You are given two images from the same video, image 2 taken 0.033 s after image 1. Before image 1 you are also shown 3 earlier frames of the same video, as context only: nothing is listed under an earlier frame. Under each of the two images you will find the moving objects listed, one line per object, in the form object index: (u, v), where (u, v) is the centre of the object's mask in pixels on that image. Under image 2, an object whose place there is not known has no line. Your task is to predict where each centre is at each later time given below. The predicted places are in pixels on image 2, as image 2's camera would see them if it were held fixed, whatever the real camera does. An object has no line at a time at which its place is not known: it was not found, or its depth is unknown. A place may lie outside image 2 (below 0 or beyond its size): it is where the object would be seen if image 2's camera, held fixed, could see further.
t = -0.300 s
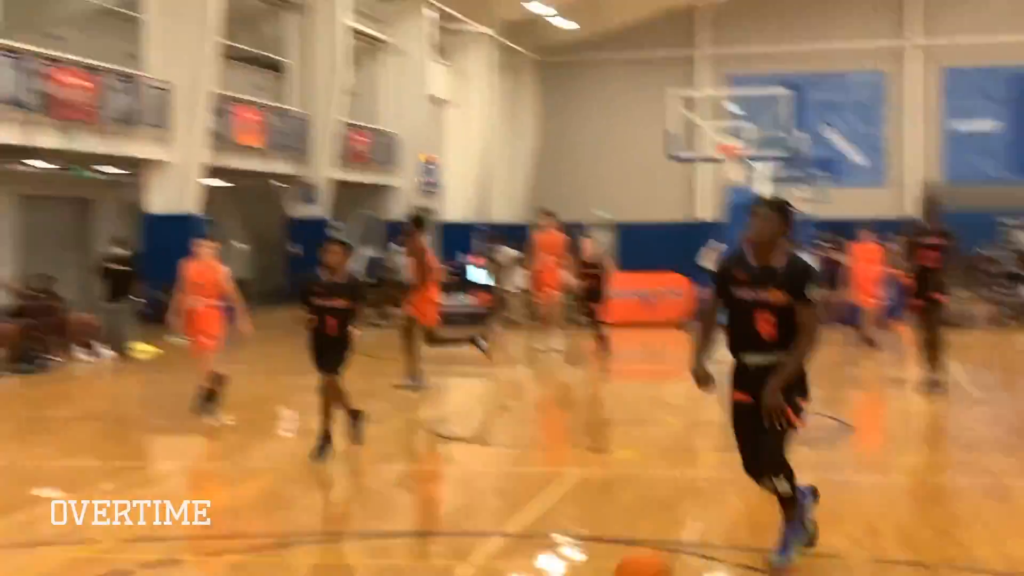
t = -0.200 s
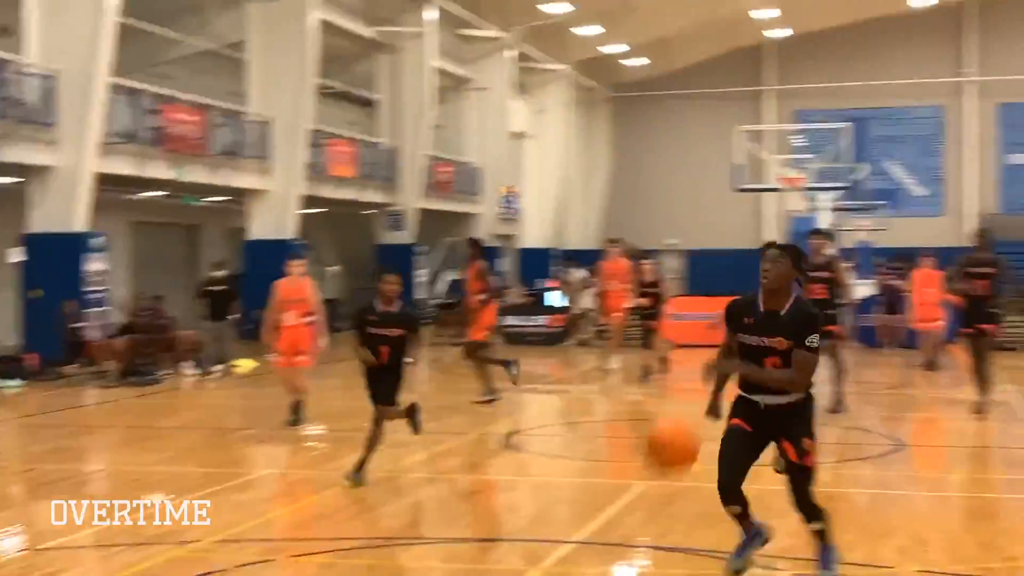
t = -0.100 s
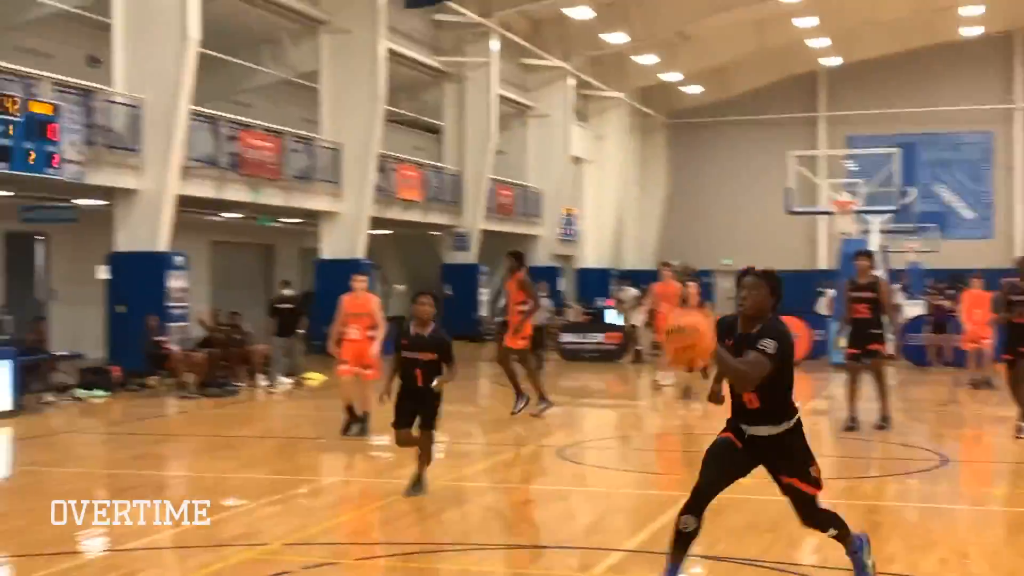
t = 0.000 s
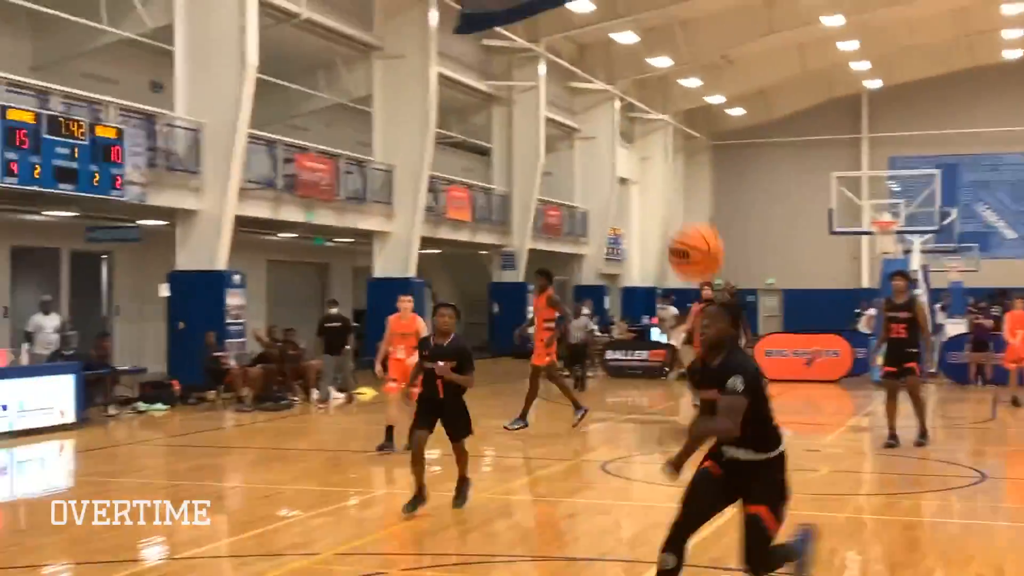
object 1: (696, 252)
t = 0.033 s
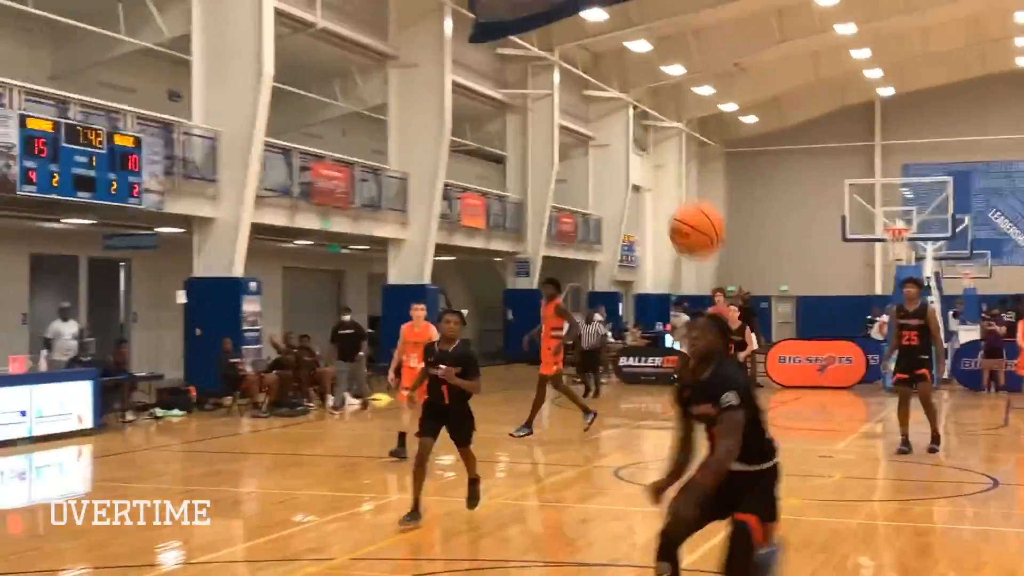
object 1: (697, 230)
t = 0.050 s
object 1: (689, 215)
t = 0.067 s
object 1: (683, 200)
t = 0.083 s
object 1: (676, 186)
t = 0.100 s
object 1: (671, 171)
